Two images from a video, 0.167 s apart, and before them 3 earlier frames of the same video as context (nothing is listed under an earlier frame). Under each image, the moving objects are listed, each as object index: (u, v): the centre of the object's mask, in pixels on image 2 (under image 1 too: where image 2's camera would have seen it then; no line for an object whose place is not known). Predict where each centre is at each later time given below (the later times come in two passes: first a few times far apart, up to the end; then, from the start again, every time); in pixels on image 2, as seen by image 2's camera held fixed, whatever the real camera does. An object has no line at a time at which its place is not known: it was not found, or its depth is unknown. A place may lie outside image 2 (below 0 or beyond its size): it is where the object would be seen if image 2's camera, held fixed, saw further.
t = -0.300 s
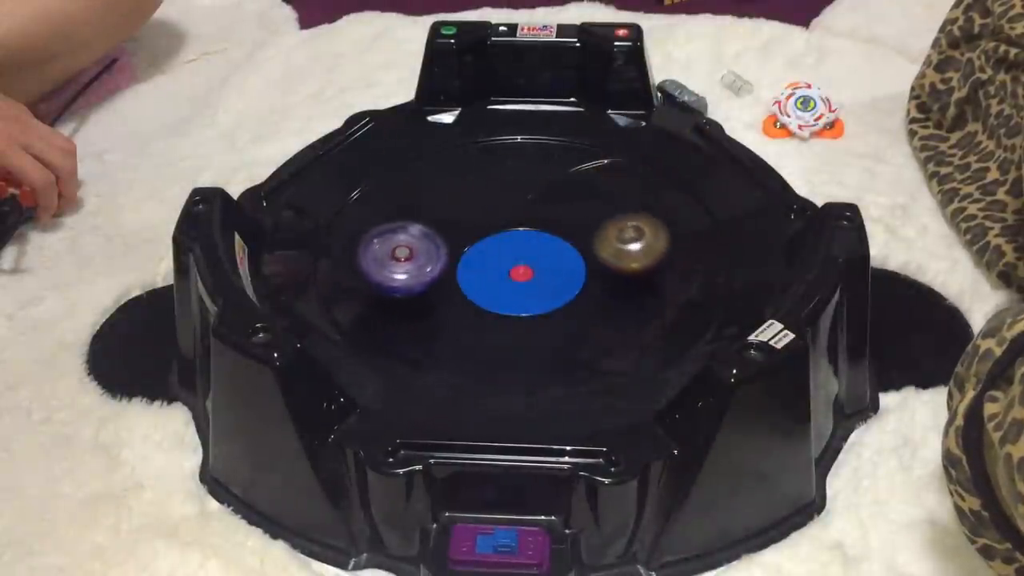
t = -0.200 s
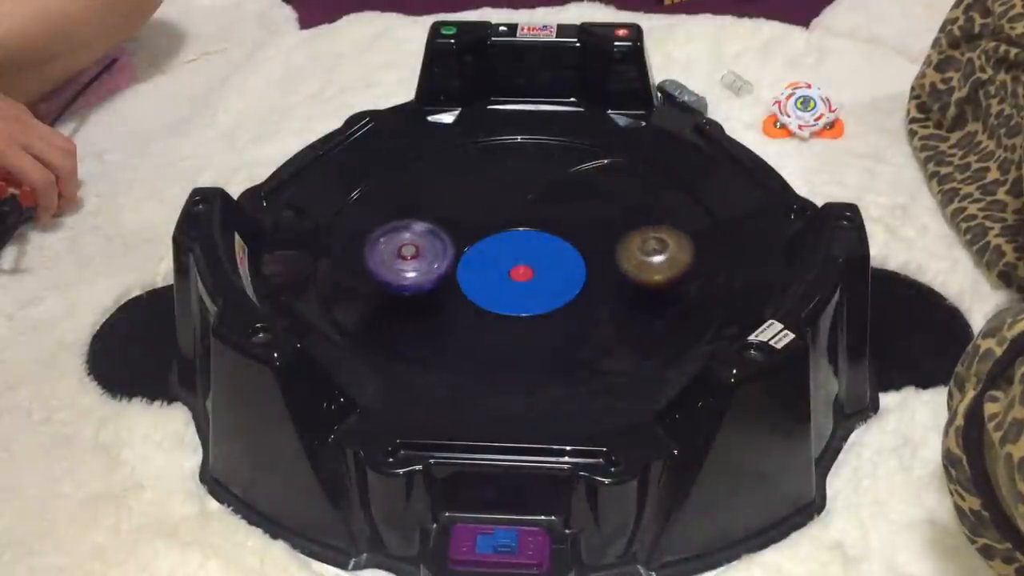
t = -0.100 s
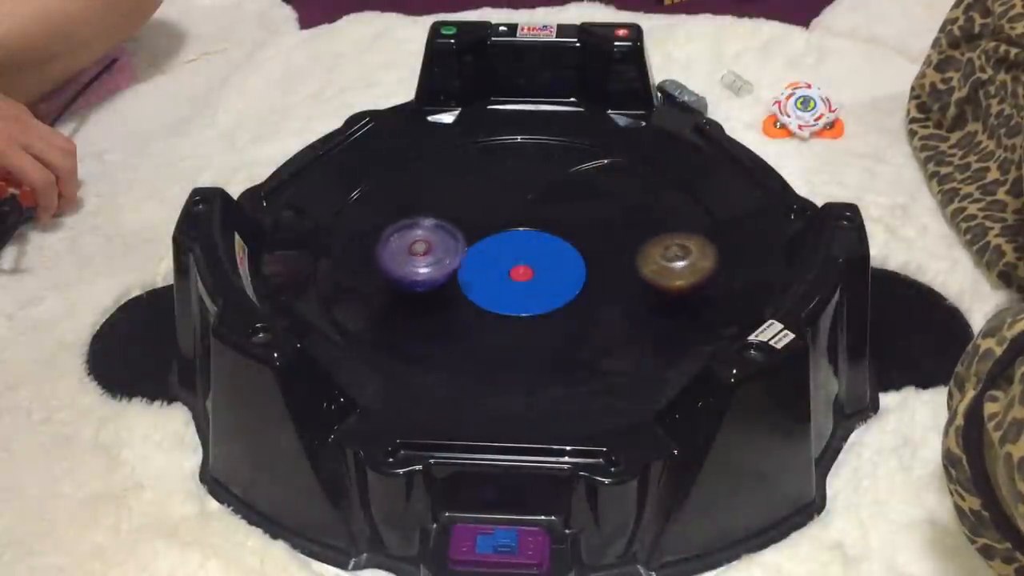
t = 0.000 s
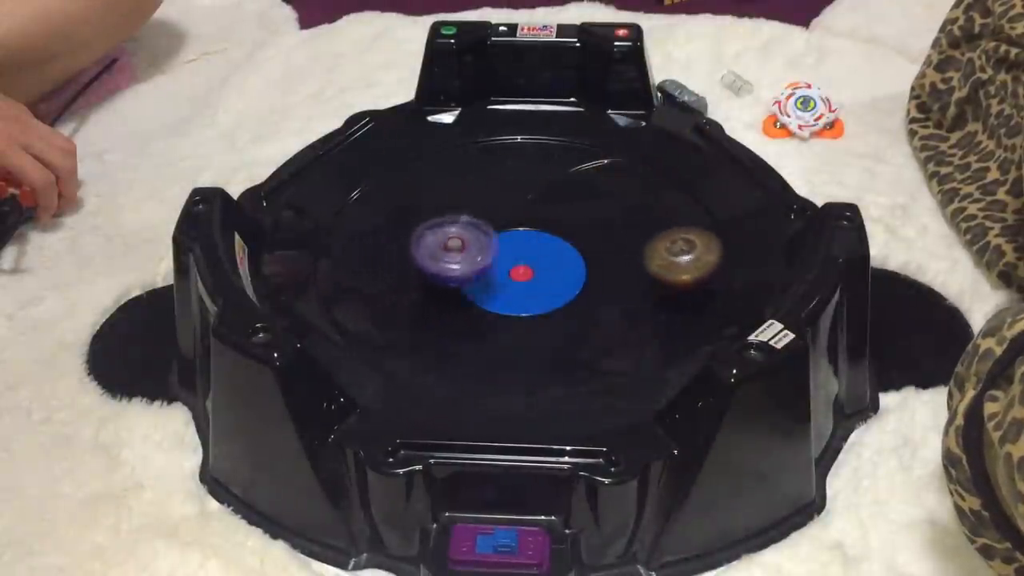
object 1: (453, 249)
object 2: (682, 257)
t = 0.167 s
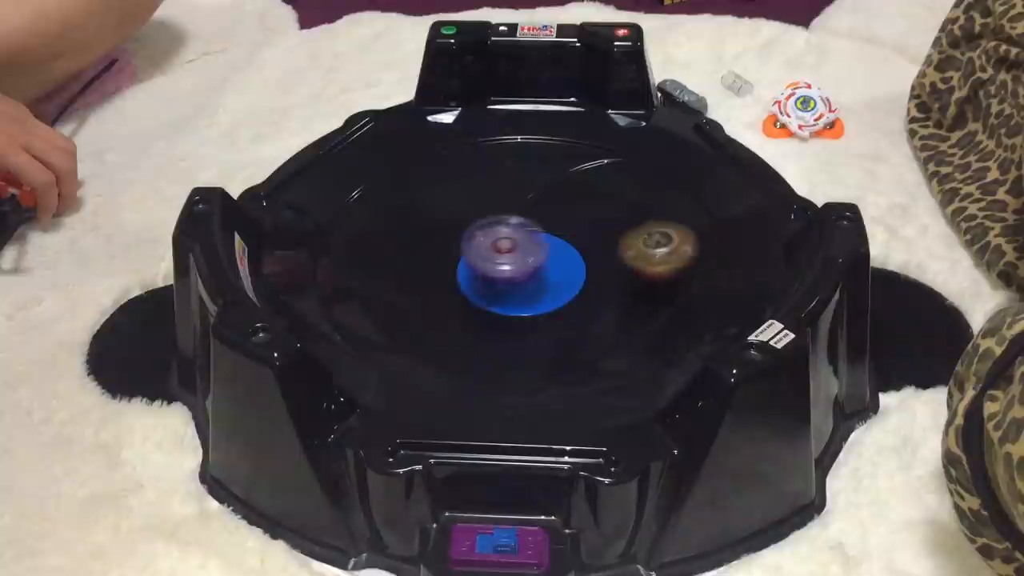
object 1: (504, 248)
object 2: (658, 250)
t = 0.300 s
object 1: (520, 241)
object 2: (612, 265)
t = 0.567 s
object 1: (525, 239)
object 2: (602, 339)
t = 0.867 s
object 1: (523, 236)
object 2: (625, 296)
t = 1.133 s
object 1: (527, 241)
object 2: (596, 288)
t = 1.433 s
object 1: (517, 237)
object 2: (501, 321)
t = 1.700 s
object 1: (521, 238)
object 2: (455, 313)
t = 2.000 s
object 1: (519, 237)
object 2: (436, 269)
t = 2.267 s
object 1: (529, 237)
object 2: (402, 234)
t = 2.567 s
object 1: (511, 225)
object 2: (417, 228)
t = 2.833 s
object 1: (545, 226)
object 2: (418, 211)
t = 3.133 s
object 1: (558, 241)
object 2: (471, 197)
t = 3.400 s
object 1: (549, 256)
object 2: (507, 184)
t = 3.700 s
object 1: (520, 260)
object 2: (547, 187)
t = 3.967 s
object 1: (496, 253)
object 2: (574, 214)
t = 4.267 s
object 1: (469, 236)
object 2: (556, 250)
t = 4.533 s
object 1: (464, 215)
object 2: (561, 245)
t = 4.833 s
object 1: (482, 187)
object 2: (549, 242)
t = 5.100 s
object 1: (518, 182)
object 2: (519, 265)
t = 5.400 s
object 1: (551, 201)
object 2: (495, 262)
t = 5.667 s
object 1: (583, 218)
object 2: (439, 262)
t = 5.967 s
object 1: (586, 246)
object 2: (455, 273)
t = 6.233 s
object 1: (556, 263)
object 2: (467, 243)
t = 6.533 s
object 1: (536, 271)
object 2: (489, 222)
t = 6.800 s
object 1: (514, 273)
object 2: (500, 220)
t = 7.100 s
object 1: (496, 267)
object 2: (524, 209)
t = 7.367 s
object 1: (466, 263)
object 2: (571, 207)
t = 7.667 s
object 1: (452, 243)
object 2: (577, 224)
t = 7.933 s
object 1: (452, 221)
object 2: (598, 255)
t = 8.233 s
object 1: (469, 201)
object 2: (604, 277)
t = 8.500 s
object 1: (505, 210)
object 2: (553, 270)
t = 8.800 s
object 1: (520, 203)
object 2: (517, 272)
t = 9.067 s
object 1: (562, 176)
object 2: (456, 292)
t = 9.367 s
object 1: (576, 192)
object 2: (450, 280)
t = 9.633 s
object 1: (528, 216)
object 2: (502, 269)
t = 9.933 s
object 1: (483, 208)
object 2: (552, 279)
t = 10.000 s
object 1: (483, 204)
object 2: (551, 277)
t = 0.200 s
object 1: (512, 248)
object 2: (649, 254)
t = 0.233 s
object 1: (519, 247)
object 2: (636, 257)
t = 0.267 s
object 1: (524, 244)
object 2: (624, 261)
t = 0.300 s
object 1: (520, 241)
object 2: (612, 265)
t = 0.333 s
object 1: (520, 238)
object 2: (600, 270)
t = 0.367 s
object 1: (525, 237)
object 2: (597, 280)
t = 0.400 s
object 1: (525, 240)
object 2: (597, 290)
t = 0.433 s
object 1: (521, 237)
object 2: (597, 302)
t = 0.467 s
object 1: (526, 237)
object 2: (596, 312)
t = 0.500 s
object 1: (522, 239)
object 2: (596, 323)
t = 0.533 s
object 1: (522, 237)
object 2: (598, 332)
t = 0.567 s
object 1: (525, 239)
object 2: (602, 339)
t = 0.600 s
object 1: (519, 237)
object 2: (609, 344)
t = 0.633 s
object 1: (526, 237)
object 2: (616, 344)
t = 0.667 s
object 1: (520, 238)
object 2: (622, 340)
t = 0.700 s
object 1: (522, 236)
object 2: (623, 335)
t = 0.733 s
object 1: (525, 240)
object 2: (623, 327)
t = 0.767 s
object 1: (517, 236)
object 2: (622, 319)
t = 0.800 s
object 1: (527, 238)
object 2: (622, 311)
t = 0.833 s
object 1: (517, 238)
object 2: (623, 302)
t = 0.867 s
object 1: (523, 236)
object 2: (625, 296)
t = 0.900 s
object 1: (522, 240)
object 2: (625, 291)
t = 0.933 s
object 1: (517, 236)
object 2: (625, 286)
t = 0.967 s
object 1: (526, 239)
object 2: (624, 285)
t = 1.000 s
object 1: (516, 237)
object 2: (624, 284)
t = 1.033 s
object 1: (526, 237)
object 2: (621, 284)
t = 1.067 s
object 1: (520, 241)
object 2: (617, 286)
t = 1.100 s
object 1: (518, 236)
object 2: (609, 288)
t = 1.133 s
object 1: (527, 241)
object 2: (596, 288)
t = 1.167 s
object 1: (514, 239)
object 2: (583, 288)
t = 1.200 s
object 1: (526, 237)
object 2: (568, 289)
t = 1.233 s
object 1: (526, 238)
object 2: (557, 298)
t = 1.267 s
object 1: (525, 237)
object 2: (549, 306)
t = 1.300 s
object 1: (524, 237)
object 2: (539, 314)
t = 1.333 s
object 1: (521, 237)
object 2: (529, 318)
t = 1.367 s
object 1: (521, 237)
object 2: (520, 320)
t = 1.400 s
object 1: (519, 237)
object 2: (511, 321)
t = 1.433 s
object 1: (517, 237)
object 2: (501, 321)
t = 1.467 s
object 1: (519, 238)
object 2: (492, 319)
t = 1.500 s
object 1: (515, 240)
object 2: (485, 320)
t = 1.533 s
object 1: (518, 237)
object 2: (477, 320)
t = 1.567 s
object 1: (517, 240)
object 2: (471, 319)
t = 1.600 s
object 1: (517, 238)
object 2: (467, 318)
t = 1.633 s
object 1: (521, 240)
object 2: (464, 317)
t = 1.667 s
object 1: (516, 240)
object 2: (459, 317)
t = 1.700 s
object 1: (521, 238)
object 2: (455, 313)
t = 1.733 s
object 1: (520, 241)
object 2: (453, 310)
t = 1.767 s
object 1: (519, 238)
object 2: (452, 306)
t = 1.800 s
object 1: (524, 241)
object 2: (451, 302)
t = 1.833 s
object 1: (517, 240)
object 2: (449, 298)
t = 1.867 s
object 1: (525, 238)
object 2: (447, 292)
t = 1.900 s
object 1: (520, 241)
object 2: (445, 287)
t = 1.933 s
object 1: (522, 237)
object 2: (441, 281)
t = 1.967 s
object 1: (525, 241)
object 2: (439, 274)
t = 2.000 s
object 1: (519, 237)
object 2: (436, 269)
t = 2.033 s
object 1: (528, 239)
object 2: (432, 263)
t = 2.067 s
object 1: (519, 240)
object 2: (427, 257)
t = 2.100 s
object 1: (527, 237)
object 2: (423, 253)
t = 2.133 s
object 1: (524, 242)
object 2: (418, 248)
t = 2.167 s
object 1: (521, 236)
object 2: (413, 244)
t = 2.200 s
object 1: (529, 240)
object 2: (409, 240)
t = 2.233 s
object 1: (517, 239)
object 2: (405, 237)
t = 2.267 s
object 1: (529, 237)
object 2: (402, 234)
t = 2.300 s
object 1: (523, 242)
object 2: (400, 233)
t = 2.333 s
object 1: (521, 235)
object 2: (397, 232)
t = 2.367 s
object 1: (530, 241)
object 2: (398, 230)
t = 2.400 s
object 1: (516, 239)
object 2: (401, 231)
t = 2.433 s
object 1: (528, 236)
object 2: (402, 231)
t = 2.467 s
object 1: (526, 244)
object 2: (407, 231)
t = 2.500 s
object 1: (510, 239)
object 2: (413, 230)
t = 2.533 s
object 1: (506, 229)
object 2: (420, 230)
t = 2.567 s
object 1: (511, 225)
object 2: (417, 228)
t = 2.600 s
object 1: (519, 222)
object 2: (412, 225)
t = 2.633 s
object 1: (525, 221)
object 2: (411, 221)
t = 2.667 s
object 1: (529, 221)
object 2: (411, 218)
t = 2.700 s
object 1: (533, 222)
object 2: (411, 217)
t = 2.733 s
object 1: (537, 222)
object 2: (411, 217)
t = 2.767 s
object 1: (540, 224)
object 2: (411, 215)
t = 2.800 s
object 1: (543, 225)
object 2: (413, 213)
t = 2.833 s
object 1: (545, 226)
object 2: (418, 211)
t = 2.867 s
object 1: (547, 226)
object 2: (425, 209)
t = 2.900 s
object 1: (550, 228)
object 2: (431, 210)
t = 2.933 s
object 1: (552, 229)
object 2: (434, 210)
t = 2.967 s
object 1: (553, 232)
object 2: (438, 209)
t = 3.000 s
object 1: (555, 233)
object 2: (445, 207)
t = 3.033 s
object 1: (557, 235)
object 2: (452, 205)
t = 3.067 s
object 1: (558, 237)
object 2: (459, 203)
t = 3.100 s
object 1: (558, 239)
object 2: (466, 200)
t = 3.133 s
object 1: (558, 241)
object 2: (471, 197)
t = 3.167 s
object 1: (558, 243)
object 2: (477, 194)
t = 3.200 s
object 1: (557, 245)
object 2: (481, 192)
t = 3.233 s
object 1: (556, 248)
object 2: (485, 189)
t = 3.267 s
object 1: (555, 250)
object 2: (489, 187)
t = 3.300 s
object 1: (555, 252)
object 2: (494, 185)
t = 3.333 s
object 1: (553, 253)
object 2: (498, 183)
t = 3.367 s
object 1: (551, 255)
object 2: (503, 184)
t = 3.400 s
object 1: (549, 256)
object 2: (507, 184)
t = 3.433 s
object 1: (547, 257)
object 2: (510, 185)
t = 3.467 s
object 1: (544, 258)
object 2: (513, 186)
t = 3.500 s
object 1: (541, 259)
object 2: (515, 185)
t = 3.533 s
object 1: (538, 260)
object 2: (517, 185)
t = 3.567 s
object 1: (534, 260)
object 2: (521, 184)
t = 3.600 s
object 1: (531, 261)
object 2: (526, 182)
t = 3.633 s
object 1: (528, 261)
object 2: (533, 182)
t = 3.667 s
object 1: (525, 261)
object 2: (541, 183)
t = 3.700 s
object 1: (520, 260)
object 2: (547, 187)
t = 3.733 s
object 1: (517, 260)
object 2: (549, 192)
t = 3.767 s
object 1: (513, 259)
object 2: (548, 195)
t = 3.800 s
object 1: (509, 259)
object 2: (548, 196)
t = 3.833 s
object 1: (507, 257)
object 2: (552, 197)
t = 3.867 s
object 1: (504, 256)
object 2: (558, 198)
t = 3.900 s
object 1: (501, 256)
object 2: (566, 201)
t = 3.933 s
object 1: (498, 254)
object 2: (571, 207)
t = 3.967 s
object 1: (496, 253)
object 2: (574, 214)
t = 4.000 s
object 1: (491, 250)
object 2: (572, 221)
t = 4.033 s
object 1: (489, 249)
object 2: (571, 227)
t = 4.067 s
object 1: (485, 247)
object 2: (571, 233)
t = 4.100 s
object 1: (480, 244)
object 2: (571, 238)
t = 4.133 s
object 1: (477, 242)
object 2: (570, 241)
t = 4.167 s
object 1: (475, 241)
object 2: (567, 245)
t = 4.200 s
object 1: (473, 240)
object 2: (563, 246)
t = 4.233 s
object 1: (472, 238)
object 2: (559, 249)
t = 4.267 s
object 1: (469, 236)
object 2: (556, 250)
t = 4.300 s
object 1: (467, 233)
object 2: (553, 250)
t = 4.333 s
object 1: (466, 231)
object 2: (550, 250)
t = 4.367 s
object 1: (466, 228)
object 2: (547, 248)
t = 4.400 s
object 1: (464, 225)
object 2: (548, 247)
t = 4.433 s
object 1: (463, 222)
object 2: (553, 246)
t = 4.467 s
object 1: (463, 220)
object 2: (556, 246)
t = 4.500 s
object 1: (464, 218)
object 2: (559, 246)
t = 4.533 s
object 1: (464, 215)
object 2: (561, 245)
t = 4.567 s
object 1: (464, 211)
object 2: (561, 244)
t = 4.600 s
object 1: (465, 207)
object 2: (561, 242)
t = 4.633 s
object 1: (466, 204)
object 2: (559, 241)
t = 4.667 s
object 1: (468, 201)
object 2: (557, 239)
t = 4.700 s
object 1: (469, 197)
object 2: (556, 239)
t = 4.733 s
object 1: (473, 194)
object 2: (554, 238)
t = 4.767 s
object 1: (475, 192)
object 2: (553, 238)
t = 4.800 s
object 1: (478, 189)
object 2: (551, 240)
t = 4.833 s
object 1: (482, 187)
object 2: (549, 242)
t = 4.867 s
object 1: (486, 185)
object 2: (547, 245)
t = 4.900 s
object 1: (491, 184)
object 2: (545, 247)
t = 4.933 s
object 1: (495, 183)
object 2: (542, 250)
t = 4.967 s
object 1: (499, 182)
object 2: (537, 255)
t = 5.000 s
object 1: (504, 182)
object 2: (533, 257)
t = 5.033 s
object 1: (509, 181)
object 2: (528, 260)
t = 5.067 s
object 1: (513, 182)
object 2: (523, 262)
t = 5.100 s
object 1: (518, 182)
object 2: (519, 265)
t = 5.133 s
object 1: (523, 183)
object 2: (514, 266)
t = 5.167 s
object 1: (527, 185)
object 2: (510, 268)
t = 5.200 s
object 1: (531, 186)
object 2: (506, 268)
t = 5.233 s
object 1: (535, 188)
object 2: (503, 268)
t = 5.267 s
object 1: (539, 190)
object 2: (500, 267)
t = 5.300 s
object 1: (542, 192)
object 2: (497, 267)
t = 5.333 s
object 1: (545, 195)
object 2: (497, 265)
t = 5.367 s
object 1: (548, 198)
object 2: (496, 264)
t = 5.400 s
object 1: (551, 201)
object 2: (495, 262)
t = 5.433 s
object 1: (552, 205)
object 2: (494, 259)
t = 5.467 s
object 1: (554, 208)
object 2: (492, 257)
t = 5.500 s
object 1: (557, 210)
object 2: (488, 256)
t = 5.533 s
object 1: (567, 211)
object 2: (471, 259)
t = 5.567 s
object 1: (572, 211)
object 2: (459, 260)
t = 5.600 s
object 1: (577, 212)
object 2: (450, 261)
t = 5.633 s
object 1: (580, 216)
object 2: (444, 261)
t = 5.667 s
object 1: (583, 218)
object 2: (439, 262)
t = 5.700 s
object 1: (585, 221)
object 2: (439, 263)
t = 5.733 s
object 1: (587, 223)
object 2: (439, 264)
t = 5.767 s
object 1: (588, 227)
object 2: (442, 265)
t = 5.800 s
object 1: (589, 229)
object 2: (446, 266)
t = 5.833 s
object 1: (589, 232)
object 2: (448, 269)
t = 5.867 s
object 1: (589, 236)
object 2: (451, 271)
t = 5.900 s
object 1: (588, 239)
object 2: (454, 273)
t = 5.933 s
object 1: (587, 243)
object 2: (453, 273)
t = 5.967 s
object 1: (586, 246)
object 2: (455, 273)
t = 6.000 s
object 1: (583, 248)
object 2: (453, 272)
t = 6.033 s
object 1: (580, 252)
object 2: (453, 269)
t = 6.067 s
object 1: (575, 255)
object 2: (453, 266)
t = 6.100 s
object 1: (570, 257)
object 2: (453, 261)
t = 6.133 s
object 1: (565, 259)
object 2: (456, 256)
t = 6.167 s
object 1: (560, 260)
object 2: (462, 254)
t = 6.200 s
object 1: (556, 262)
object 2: (466, 248)
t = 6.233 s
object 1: (556, 263)
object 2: (467, 243)
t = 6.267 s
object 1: (553, 263)
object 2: (468, 240)
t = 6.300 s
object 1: (551, 264)
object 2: (471, 236)
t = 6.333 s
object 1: (551, 265)
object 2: (472, 231)
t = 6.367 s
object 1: (551, 269)
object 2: (470, 223)
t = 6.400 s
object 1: (549, 270)
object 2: (469, 219)
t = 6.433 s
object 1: (546, 270)
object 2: (474, 218)
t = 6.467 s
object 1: (541, 270)
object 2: (480, 220)
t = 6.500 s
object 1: (537, 270)
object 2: (486, 221)
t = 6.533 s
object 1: (536, 271)
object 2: (489, 222)
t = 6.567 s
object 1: (532, 272)
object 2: (492, 223)
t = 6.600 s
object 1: (529, 273)
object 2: (495, 223)
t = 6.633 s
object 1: (526, 274)
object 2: (496, 222)
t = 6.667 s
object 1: (523, 274)
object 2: (496, 221)
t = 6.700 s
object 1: (522, 274)
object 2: (497, 220)
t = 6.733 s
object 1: (519, 274)
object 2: (498, 220)
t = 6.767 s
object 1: (516, 274)
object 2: (500, 220)
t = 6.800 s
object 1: (514, 273)
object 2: (500, 220)
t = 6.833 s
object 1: (512, 273)
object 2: (502, 220)
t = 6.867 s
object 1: (510, 272)
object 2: (505, 218)
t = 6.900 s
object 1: (508, 272)
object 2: (508, 217)
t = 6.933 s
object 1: (506, 271)
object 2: (511, 215)
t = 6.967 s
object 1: (503, 270)
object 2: (513, 212)
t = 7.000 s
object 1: (501, 270)
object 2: (517, 210)
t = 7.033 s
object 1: (500, 269)
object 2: (519, 209)
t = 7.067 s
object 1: (498, 267)
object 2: (523, 209)
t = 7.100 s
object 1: (496, 267)
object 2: (524, 209)
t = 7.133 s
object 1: (495, 264)
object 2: (527, 209)
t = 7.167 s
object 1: (494, 264)
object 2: (528, 210)
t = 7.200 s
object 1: (494, 262)
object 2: (532, 211)
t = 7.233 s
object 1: (494, 260)
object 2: (534, 212)
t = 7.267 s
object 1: (492, 258)
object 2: (537, 213)
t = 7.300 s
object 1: (478, 262)
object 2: (550, 211)
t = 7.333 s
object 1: (469, 263)
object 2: (561, 207)
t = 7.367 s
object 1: (466, 263)
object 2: (571, 207)
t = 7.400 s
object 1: (463, 262)
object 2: (576, 207)
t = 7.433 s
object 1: (461, 260)
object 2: (579, 207)
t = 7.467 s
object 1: (458, 258)
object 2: (582, 209)
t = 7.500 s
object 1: (456, 257)
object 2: (582, 211)
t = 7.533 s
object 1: (454, 254)
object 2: (583, 213)
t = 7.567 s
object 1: (452, 251)
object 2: (582, 216)
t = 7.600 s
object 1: (452, 249)
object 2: (581, 218)
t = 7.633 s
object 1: (452, 246)
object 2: (580, 220)
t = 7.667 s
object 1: (452, 243)
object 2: (577, 224)
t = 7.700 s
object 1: (453, 241)
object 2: (575, 227)
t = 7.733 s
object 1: (455, 238)
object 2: (572, 231)
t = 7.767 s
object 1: (458, 236)
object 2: (568, 234)
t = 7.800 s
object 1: (462, 235)
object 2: (564, 237)
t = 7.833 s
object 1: (467, 234)
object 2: (559, 239)
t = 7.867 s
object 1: (469, 232)
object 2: (557, 242)
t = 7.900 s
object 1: (460, 224)
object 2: (581, 248)
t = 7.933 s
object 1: (452, 221)
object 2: (598, 255)
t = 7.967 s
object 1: (449, 217)
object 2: (609, 261)
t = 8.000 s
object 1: (450, 215)
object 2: (616, 265)
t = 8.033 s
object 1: (451, 213)
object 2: (618, 268)
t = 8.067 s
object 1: (453, 210)
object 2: (620, 269)
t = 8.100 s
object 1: (455, 208)
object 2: (620, 271)
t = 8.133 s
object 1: (458, 206)
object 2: (617, 272)
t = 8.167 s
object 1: (462, 204)
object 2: (614, 274)
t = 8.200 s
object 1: (465, 202)
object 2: (609, 275)
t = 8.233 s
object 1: (469, 201)
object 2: (604, 277)
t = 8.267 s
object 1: (473, 200)
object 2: (599, 278)
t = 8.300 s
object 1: (478, 200)
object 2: (593, 278)
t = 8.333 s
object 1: (483, 201)
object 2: (587, 278)
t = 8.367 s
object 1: (487, 202)
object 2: (580, 278)
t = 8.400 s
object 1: (492, 203)
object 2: (575, 277)
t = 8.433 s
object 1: (497, 206)
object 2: (568, 276)
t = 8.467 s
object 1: (501, 207)
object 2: (560, 274)
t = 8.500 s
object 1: (505, 210)
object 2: (553, 270)
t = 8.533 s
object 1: (507, 212)
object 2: (547, 268)
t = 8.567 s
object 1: (511, 209)
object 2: (541, 271)
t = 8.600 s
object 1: (513, 202)
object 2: (535, 275)
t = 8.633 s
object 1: (515, 200)
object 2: (531, 278)
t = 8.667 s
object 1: (516, 200)
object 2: (524, 279)
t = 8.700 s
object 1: (517, 201)
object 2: (520, 279)
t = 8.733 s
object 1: (518, 202)
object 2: (518, 277)
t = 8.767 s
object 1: (519, 202)
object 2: (518, 275)
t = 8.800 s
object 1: (520, 203)
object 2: (517, 272)
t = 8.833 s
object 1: (520, 204)
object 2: (516, 269)
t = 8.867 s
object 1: (521, 206)
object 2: (516, 267)
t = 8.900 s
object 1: (534, 200)
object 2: (507, 275)
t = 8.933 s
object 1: (542, 190)
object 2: (490, 283)
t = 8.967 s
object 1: (549, 182)
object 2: (474, 290)
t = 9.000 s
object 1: (554, 178)
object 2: (463, 291)
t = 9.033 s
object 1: (558, 176)
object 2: (458, 292)
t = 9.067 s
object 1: (562, 176)
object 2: (456, 292)
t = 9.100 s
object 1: (565, 175)
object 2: (453, 293)
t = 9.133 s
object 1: (569, 174)
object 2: (451, 292)
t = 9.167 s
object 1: (572, 176)
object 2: (448, 292)
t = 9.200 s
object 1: (574, 177)
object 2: (448, 290)
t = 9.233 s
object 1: (575, 179)
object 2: (448, 288)
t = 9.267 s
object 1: (576, 182)
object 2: (447, 286)
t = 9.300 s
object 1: (576, 185)
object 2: (446, 285)
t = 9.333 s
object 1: (577, 189)
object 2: (448, 283)
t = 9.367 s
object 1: (576, 192)
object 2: (450, 280)
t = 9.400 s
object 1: (573, 196)
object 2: (454, 280)
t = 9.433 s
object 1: (570, 201)
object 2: (456, 278)
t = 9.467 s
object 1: (566, 204)
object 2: (460, 276)
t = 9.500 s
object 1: (561, 207)
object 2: (466, 274)
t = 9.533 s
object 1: (554, 211)
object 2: (473, 272)
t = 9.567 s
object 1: (546, 213)
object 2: (481, 274)
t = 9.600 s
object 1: (538, 216)
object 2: (493, 272)
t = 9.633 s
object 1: (528, 216)
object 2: (502, 269)
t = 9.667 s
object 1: (519, 214)
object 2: (512, 273)
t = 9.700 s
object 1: (509, 214)
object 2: (521, 272)
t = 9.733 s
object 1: (500, 217)
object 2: (527, 276)
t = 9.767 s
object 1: (494, 215)
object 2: (536, 276)
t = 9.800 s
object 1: (489, 213)
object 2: (540, 277)
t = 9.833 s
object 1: (486, 210)
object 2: (545, 278)
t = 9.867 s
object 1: (485, 210)
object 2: (549, 279)
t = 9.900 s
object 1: (483, 209)
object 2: (550, 280)
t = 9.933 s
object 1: (483, 208)
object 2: (552, 279)
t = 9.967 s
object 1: (482, 206)
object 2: (551, 279)
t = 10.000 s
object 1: (483, 204)
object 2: (551, 277)
